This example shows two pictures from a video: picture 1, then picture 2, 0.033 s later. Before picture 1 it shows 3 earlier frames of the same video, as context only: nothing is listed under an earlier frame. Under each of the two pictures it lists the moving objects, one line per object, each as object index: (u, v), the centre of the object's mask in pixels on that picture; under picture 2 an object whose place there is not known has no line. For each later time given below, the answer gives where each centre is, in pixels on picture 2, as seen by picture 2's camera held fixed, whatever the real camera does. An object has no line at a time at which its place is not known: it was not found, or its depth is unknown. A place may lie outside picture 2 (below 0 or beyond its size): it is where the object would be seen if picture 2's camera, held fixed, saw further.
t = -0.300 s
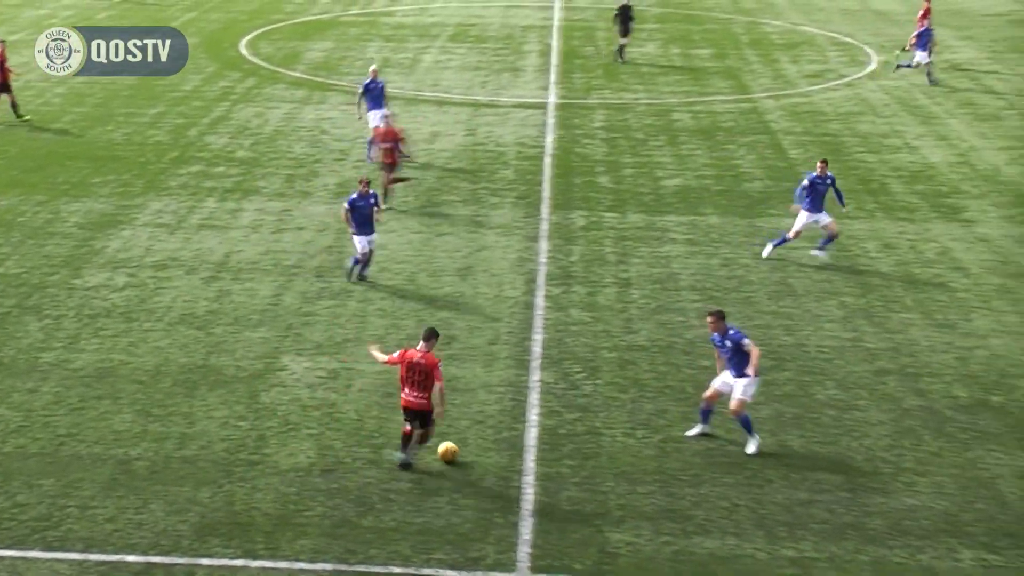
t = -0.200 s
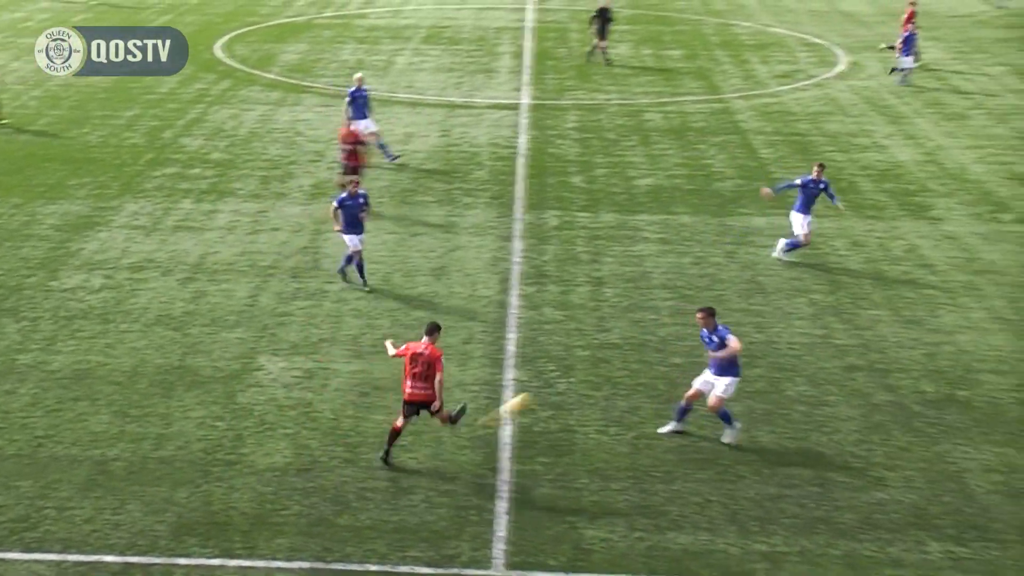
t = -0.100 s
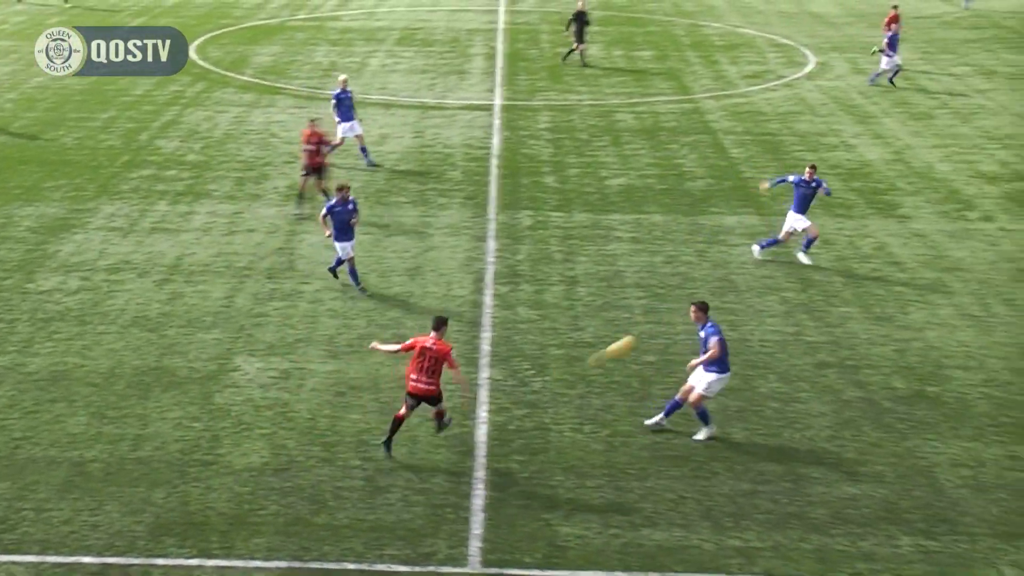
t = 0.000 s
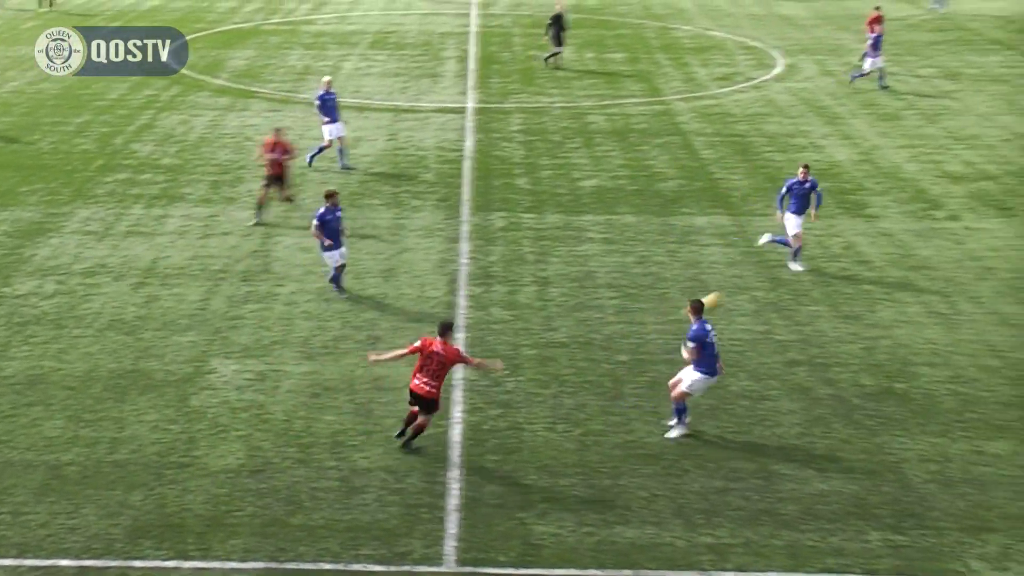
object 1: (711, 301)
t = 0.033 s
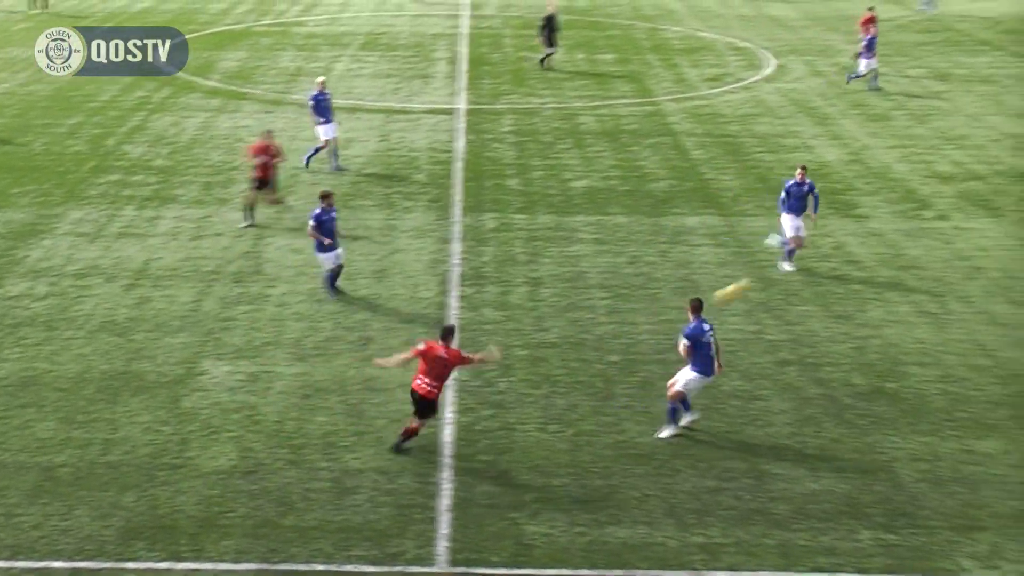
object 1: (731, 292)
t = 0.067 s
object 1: (765, 281)
